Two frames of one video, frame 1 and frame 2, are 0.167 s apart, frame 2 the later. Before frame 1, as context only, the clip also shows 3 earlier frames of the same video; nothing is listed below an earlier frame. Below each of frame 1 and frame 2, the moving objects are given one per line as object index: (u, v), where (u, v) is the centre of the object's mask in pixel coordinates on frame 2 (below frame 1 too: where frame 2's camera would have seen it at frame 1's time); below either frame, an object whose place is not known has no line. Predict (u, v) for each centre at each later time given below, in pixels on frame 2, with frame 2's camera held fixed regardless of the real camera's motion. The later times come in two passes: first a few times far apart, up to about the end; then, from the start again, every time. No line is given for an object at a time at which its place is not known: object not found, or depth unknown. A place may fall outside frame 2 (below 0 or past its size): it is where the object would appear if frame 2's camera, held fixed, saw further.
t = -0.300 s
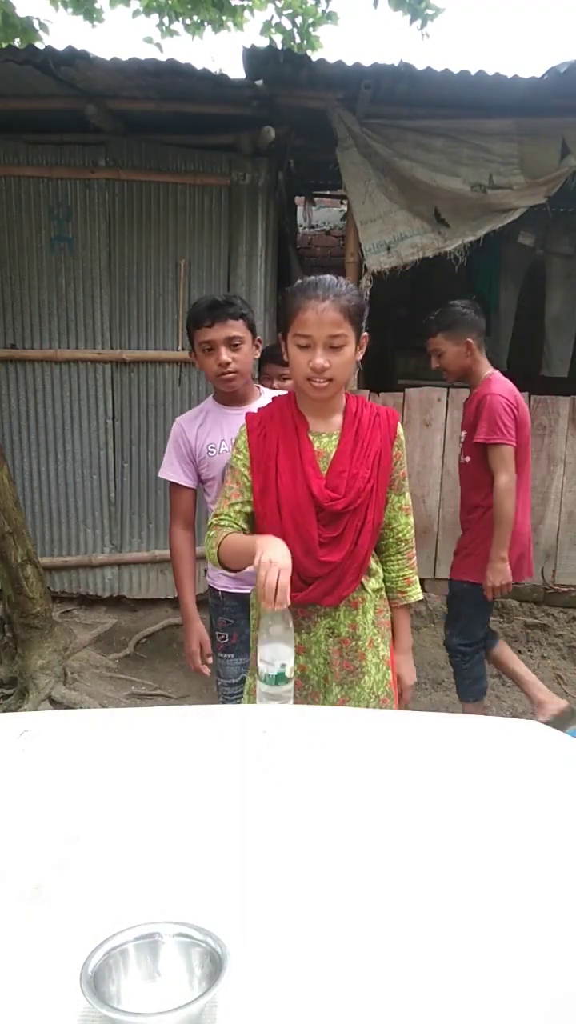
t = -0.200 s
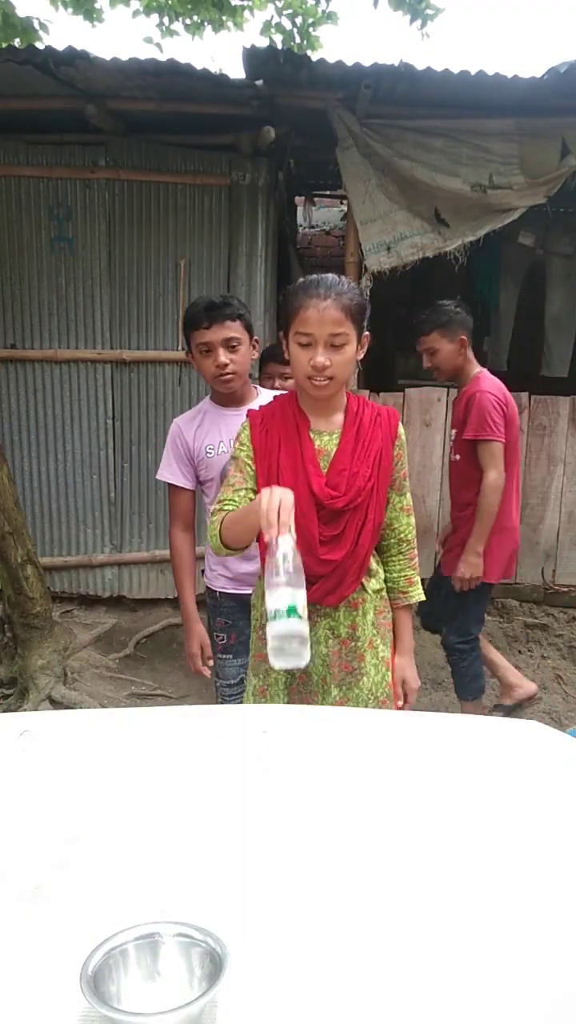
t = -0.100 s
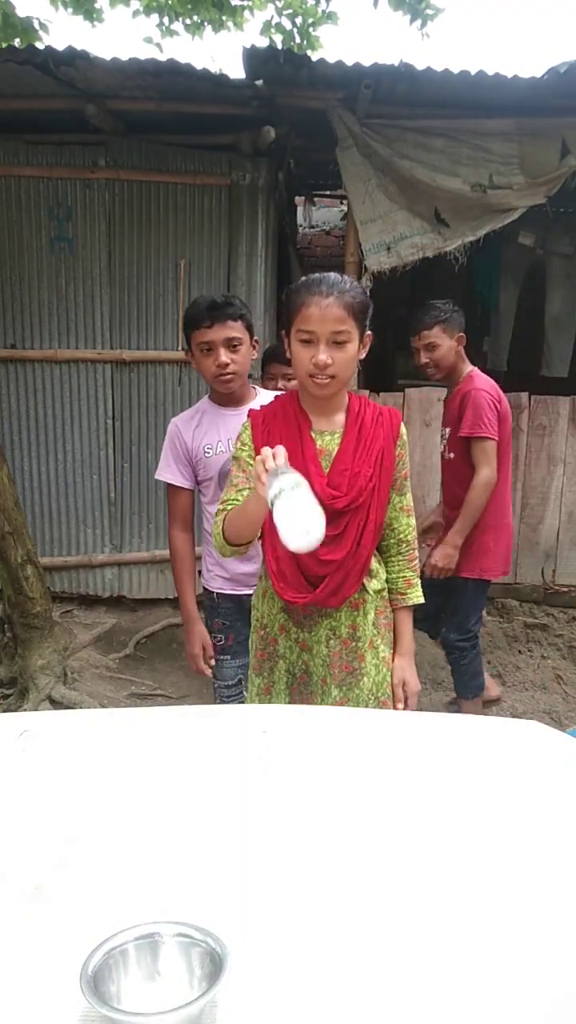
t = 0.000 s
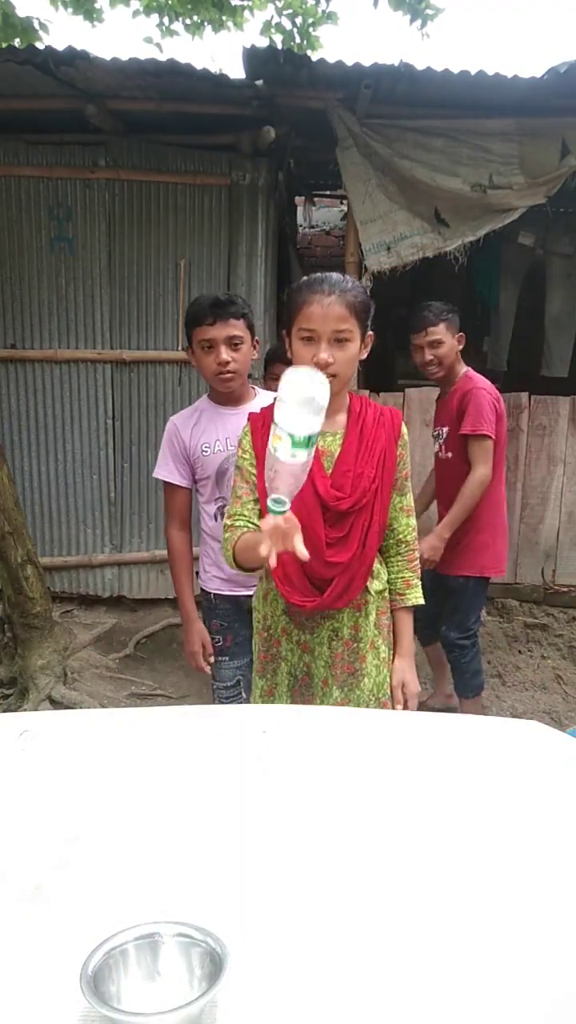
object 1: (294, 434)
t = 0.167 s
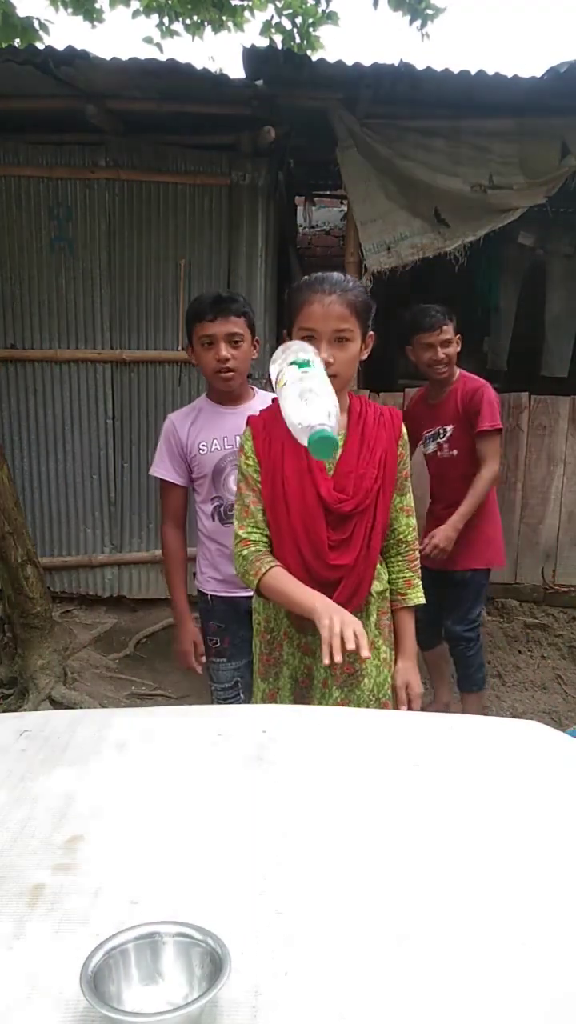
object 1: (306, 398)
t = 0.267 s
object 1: (305, 474)
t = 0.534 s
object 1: (301, 815)
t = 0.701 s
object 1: (282, 824)
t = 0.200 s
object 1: (306, 411)
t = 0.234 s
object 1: (305, 437)
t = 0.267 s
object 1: (305, 474)
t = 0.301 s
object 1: (305, 521)
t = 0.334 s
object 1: (303, 581)
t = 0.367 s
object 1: (303, 647)
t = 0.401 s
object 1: (300, 722)
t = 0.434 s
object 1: (293, 774)
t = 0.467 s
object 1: (303, 811)
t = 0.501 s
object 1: (301, 813)
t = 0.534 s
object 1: (301, 815)
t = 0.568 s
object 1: (299, 818)
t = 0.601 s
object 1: (296, 818)
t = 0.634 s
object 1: (291, 822)
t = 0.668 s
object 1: (284, 824)
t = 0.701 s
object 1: (282, 824)
